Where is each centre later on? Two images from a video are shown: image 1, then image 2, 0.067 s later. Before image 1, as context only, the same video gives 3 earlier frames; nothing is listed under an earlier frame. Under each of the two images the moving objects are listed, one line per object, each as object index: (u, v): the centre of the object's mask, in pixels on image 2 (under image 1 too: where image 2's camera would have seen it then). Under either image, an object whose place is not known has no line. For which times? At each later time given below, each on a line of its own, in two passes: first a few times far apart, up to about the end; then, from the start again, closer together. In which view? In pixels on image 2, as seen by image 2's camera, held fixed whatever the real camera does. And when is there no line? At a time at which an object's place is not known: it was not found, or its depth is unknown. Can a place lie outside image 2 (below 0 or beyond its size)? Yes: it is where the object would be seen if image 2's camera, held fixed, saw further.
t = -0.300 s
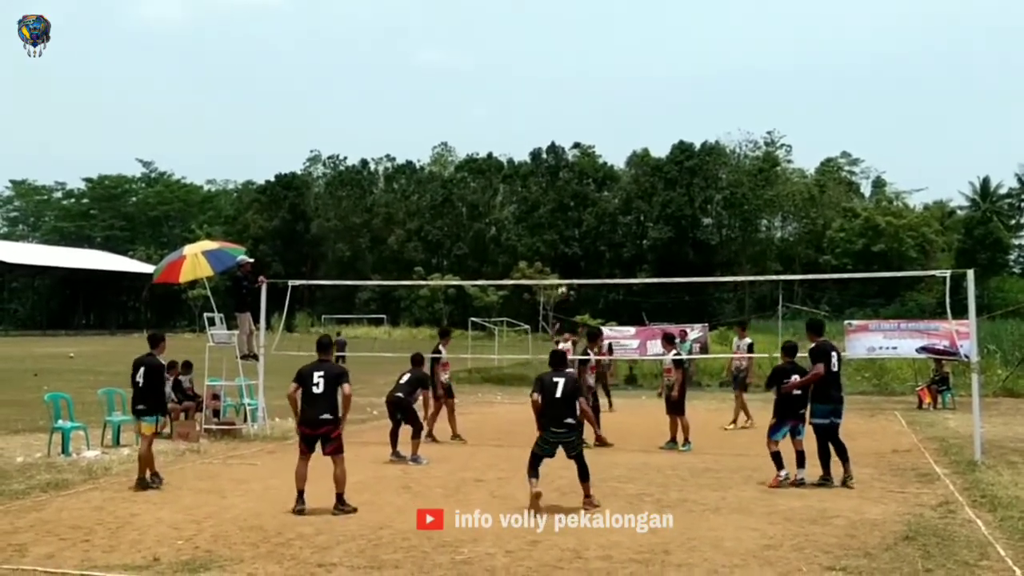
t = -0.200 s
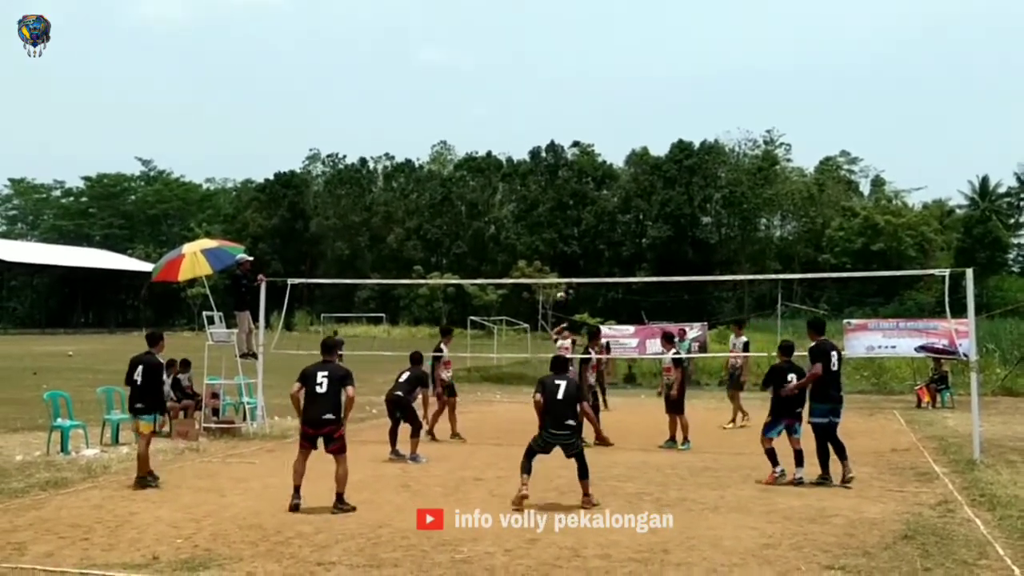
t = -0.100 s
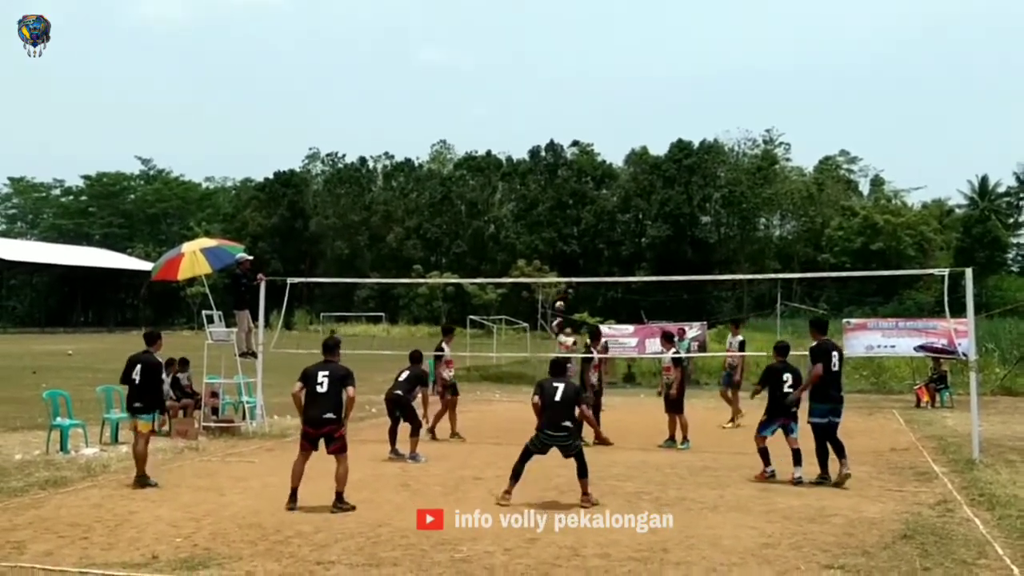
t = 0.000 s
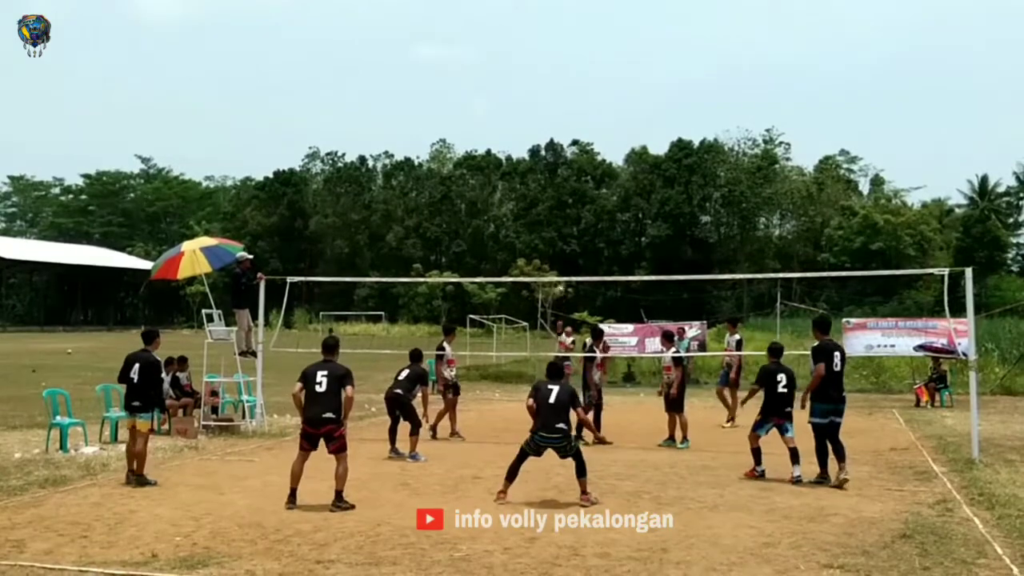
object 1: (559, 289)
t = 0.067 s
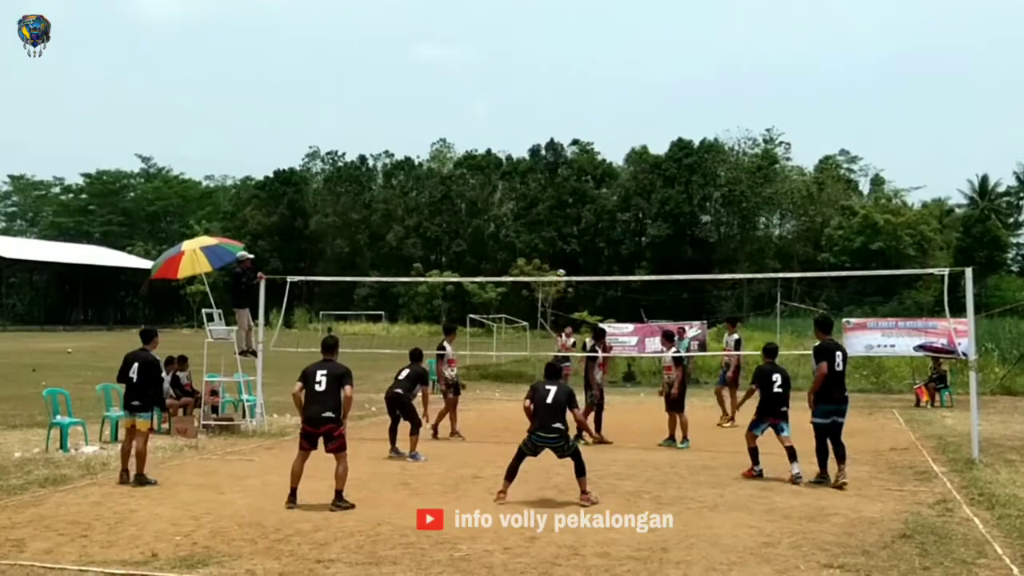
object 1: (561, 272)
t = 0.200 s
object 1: (561, 244)
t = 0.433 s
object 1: (565, 205)
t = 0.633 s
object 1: (572, 185)
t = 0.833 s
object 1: (587, 190)
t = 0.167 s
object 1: (561, 251)
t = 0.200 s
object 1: (561, 244)
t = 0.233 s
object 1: (561, 238)
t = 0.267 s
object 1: (562, 231)
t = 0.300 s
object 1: (562, 226)
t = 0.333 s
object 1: (563, 220)
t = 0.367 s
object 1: (563, 215)
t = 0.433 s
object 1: (565, 205)
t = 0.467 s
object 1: (565, 200)
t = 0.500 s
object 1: (566, 197)
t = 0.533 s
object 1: (567, 194)
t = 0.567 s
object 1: (569, 191)
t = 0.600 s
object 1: (570, 189)
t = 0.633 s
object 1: (572, 185)
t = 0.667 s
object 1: (574, 183)
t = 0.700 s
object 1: (576, 183)
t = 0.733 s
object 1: (578, 184)
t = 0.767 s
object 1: (580, 184)
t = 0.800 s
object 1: (583, 186)
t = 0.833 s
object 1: (587, 190)
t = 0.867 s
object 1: (589, 195)
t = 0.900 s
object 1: (593, 200)
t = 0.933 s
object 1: (596, 207)
